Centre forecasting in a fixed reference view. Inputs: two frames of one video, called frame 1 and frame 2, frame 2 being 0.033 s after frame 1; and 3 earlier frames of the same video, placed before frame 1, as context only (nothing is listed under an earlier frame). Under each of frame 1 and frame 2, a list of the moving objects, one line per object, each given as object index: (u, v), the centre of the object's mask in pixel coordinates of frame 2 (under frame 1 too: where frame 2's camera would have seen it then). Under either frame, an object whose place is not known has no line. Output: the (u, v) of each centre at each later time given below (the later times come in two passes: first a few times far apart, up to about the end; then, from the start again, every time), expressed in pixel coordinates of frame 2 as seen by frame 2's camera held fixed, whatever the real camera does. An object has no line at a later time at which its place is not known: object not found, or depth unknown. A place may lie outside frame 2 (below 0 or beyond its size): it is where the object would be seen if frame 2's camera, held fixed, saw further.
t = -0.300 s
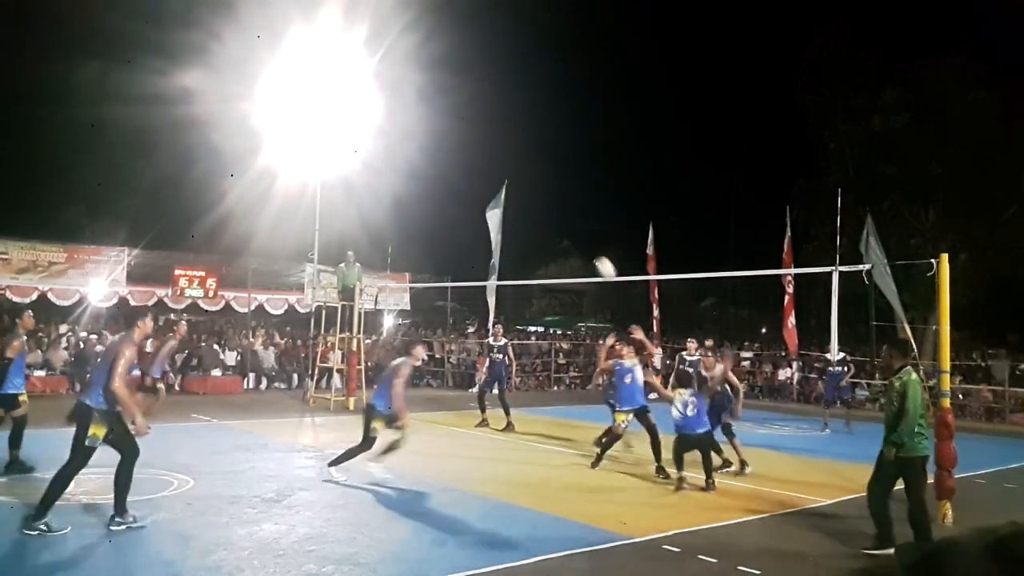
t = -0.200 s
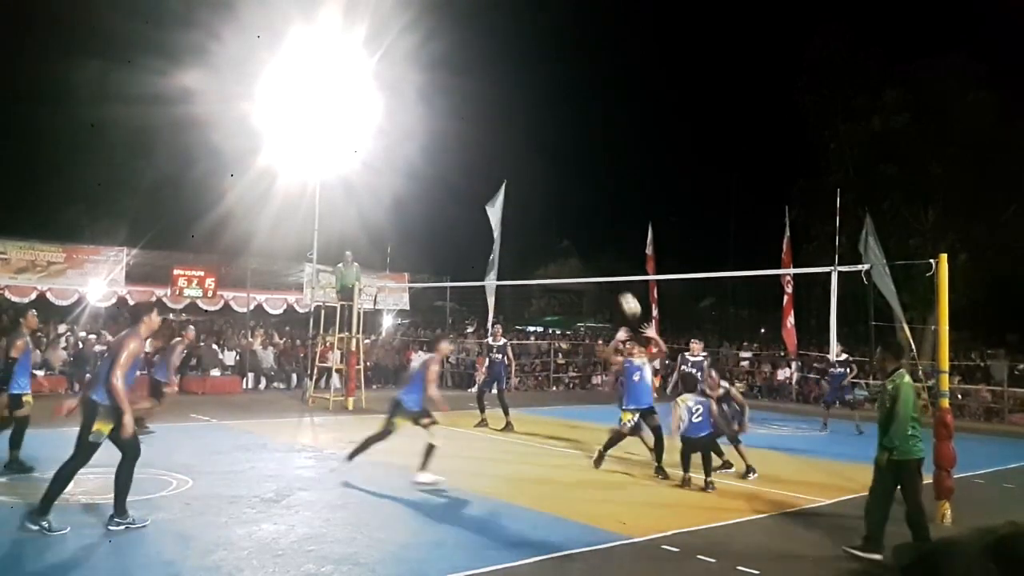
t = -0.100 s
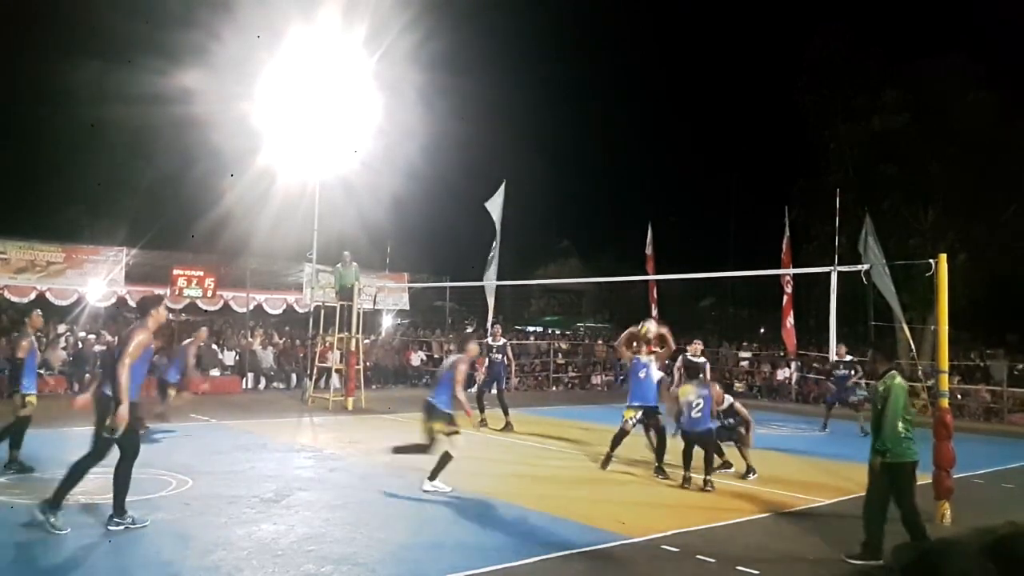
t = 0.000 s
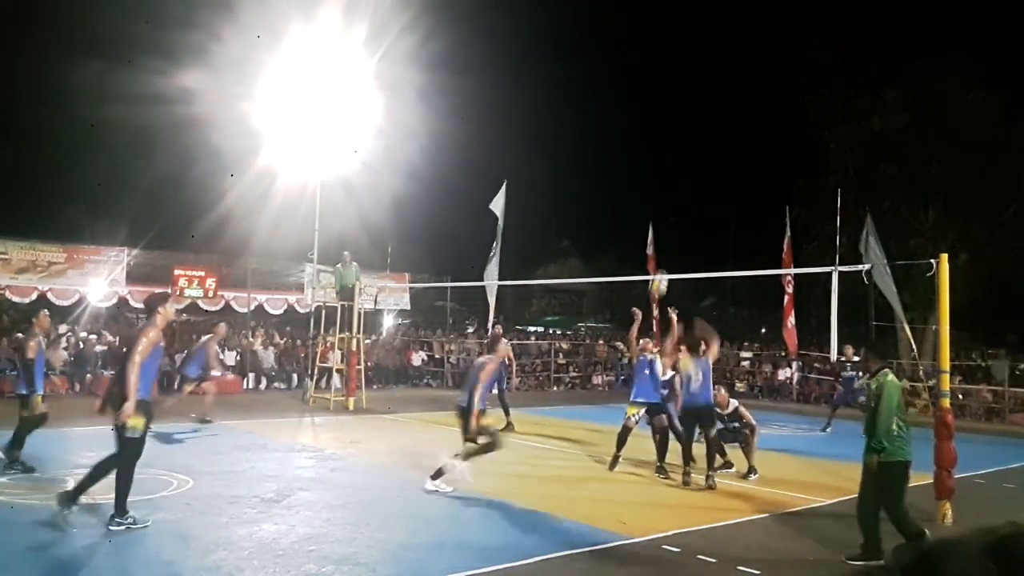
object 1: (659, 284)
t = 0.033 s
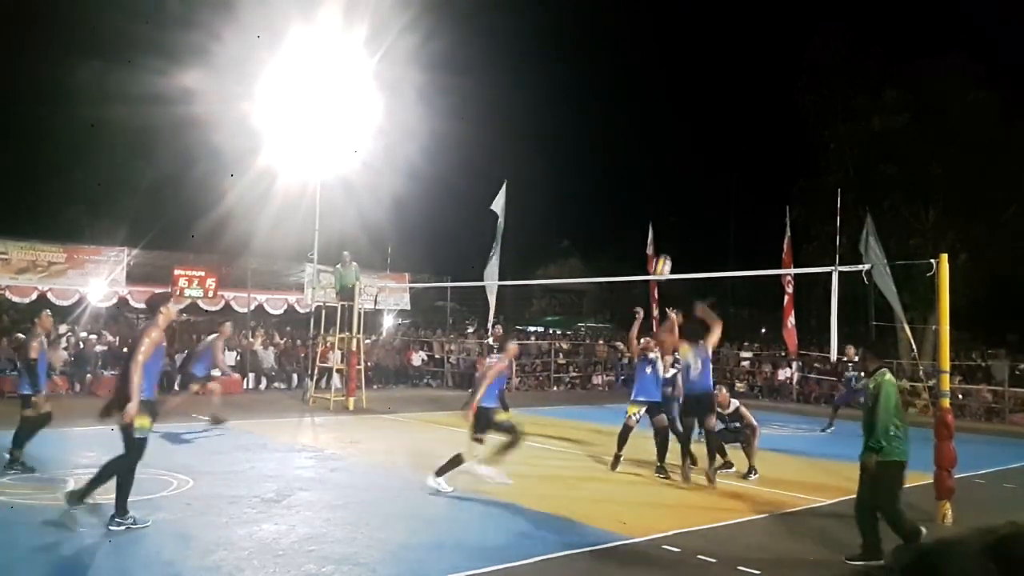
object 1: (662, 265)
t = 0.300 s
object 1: (687, 176)
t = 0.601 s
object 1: (717, 140)
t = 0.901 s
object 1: (744, 180)
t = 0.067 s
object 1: (664, 254)
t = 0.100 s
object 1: (667, 240)
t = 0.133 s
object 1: (671, 226)
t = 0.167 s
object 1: (674, 214)
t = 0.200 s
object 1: (677, 204)
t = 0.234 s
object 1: (681, 194)
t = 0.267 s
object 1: (684, 184)
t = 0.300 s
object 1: (687, 176)
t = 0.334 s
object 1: (691, 169)
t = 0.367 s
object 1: (694, 161)
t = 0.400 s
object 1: (697, 156)
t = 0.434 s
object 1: (700, 151)
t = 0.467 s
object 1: (704, 147)
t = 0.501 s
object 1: (707, 143)
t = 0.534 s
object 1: (710, 142)
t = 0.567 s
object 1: (713, 140)
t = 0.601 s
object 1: (717, 140)
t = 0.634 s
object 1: (719, 140)
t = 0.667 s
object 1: (722, 142)
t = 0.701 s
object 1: (725, 145)
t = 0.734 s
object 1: (727, 148)
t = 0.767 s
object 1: (731, 153)
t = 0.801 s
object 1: (734, 158)
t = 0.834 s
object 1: (738, 164)
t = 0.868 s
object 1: (741, 172)
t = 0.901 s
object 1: (744, 180)
